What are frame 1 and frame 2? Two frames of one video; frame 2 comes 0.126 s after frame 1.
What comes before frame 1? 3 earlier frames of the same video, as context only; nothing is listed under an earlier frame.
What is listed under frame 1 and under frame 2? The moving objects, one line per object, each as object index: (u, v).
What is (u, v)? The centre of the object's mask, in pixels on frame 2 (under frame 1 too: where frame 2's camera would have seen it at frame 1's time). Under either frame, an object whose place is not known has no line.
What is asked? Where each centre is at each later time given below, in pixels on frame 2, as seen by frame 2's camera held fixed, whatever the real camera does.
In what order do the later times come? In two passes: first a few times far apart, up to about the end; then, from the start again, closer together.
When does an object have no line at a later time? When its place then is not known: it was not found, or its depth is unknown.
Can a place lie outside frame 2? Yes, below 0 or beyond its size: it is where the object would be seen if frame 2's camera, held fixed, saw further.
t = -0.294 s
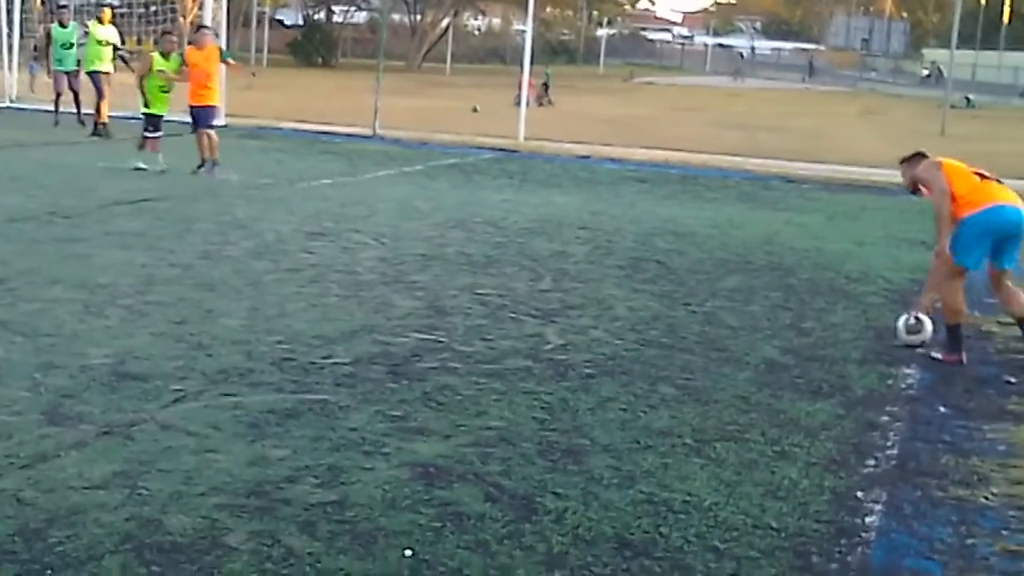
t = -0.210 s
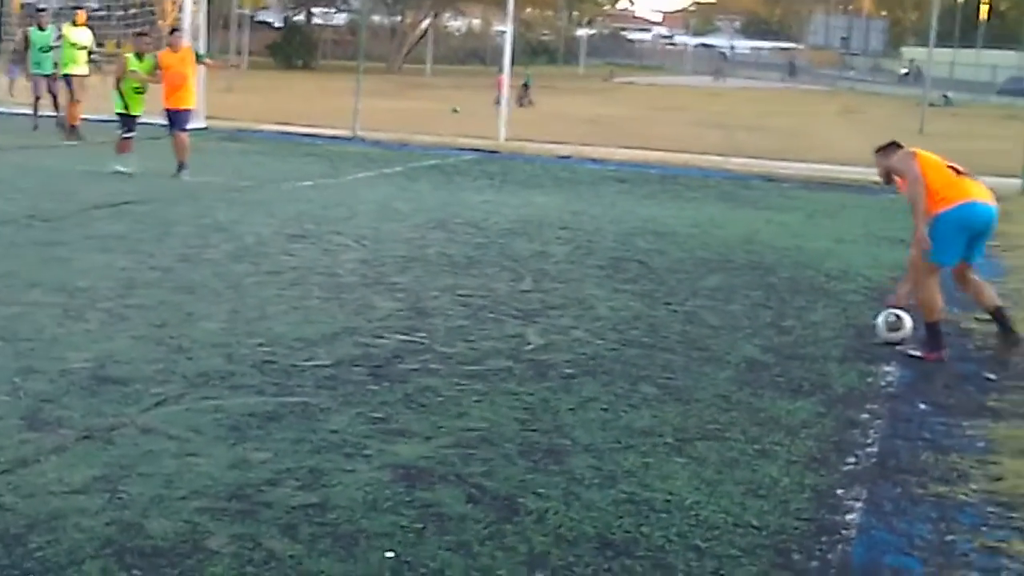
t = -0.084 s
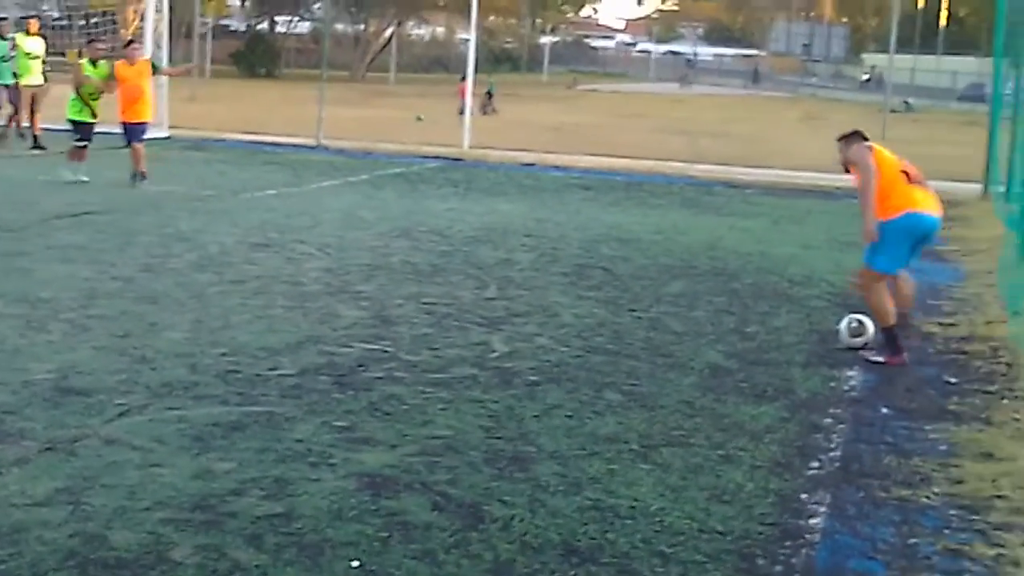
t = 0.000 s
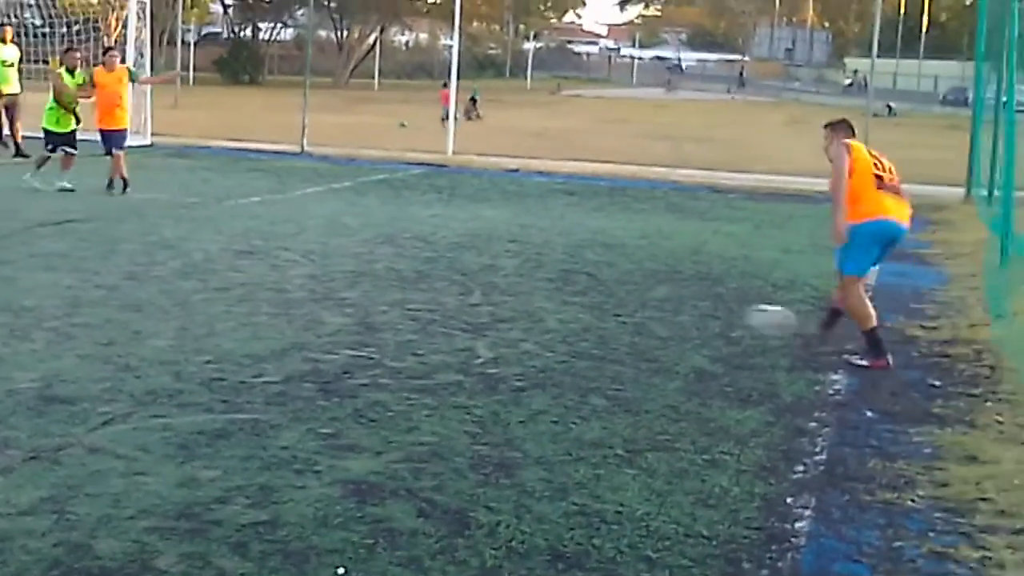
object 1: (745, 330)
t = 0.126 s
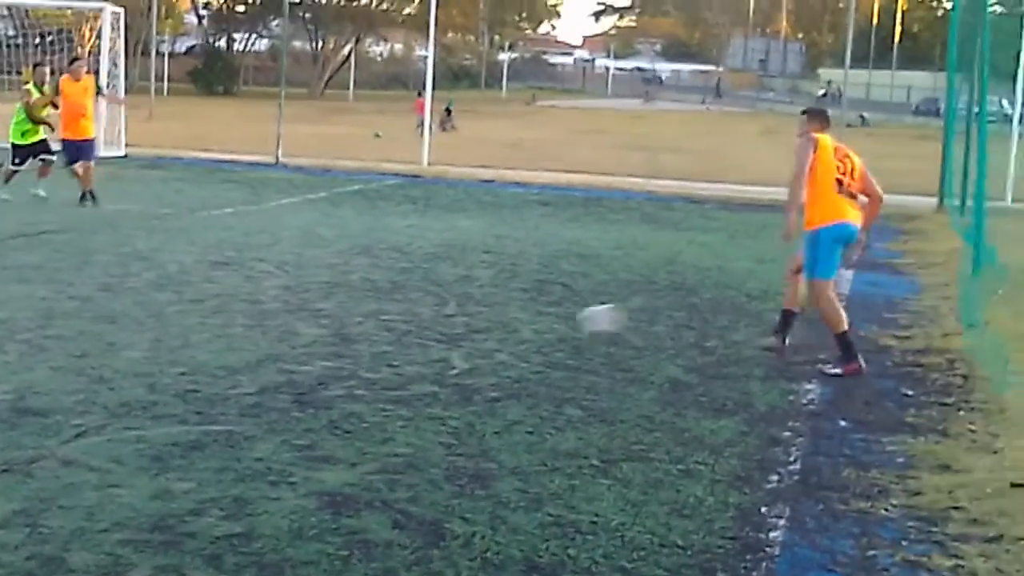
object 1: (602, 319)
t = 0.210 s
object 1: (517, 320)
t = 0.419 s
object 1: (348, 304)
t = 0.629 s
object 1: (224, 292)
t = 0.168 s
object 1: (555, 321)
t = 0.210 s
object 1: (517, 320)
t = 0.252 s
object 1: (479, 316)
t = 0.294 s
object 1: (445, 314)
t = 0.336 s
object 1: (410, 308)
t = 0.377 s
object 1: (379, 306)
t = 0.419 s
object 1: (348, 304)
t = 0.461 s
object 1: (324, 298)
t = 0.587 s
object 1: (247, 294)
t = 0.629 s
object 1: (224, 292)
